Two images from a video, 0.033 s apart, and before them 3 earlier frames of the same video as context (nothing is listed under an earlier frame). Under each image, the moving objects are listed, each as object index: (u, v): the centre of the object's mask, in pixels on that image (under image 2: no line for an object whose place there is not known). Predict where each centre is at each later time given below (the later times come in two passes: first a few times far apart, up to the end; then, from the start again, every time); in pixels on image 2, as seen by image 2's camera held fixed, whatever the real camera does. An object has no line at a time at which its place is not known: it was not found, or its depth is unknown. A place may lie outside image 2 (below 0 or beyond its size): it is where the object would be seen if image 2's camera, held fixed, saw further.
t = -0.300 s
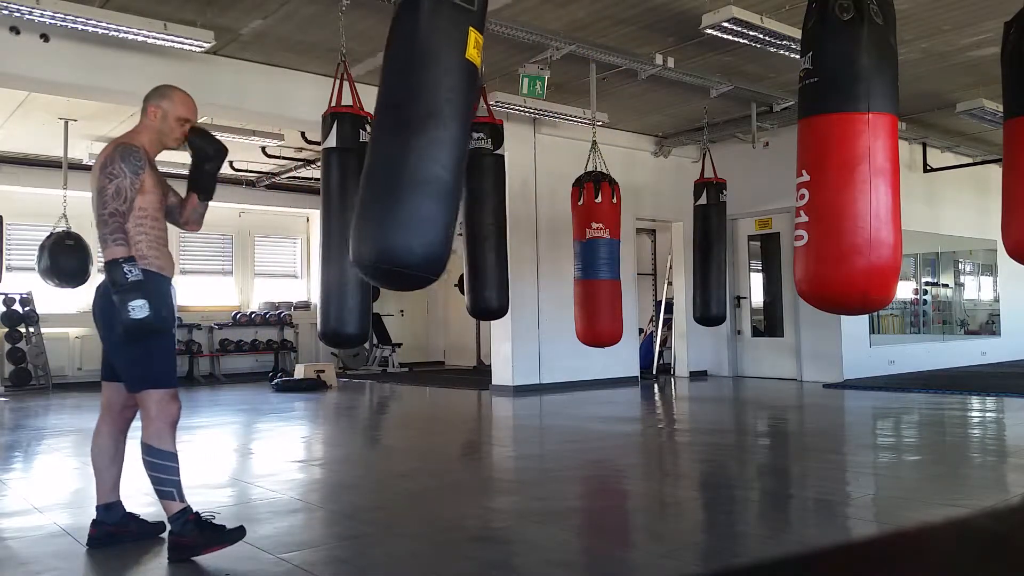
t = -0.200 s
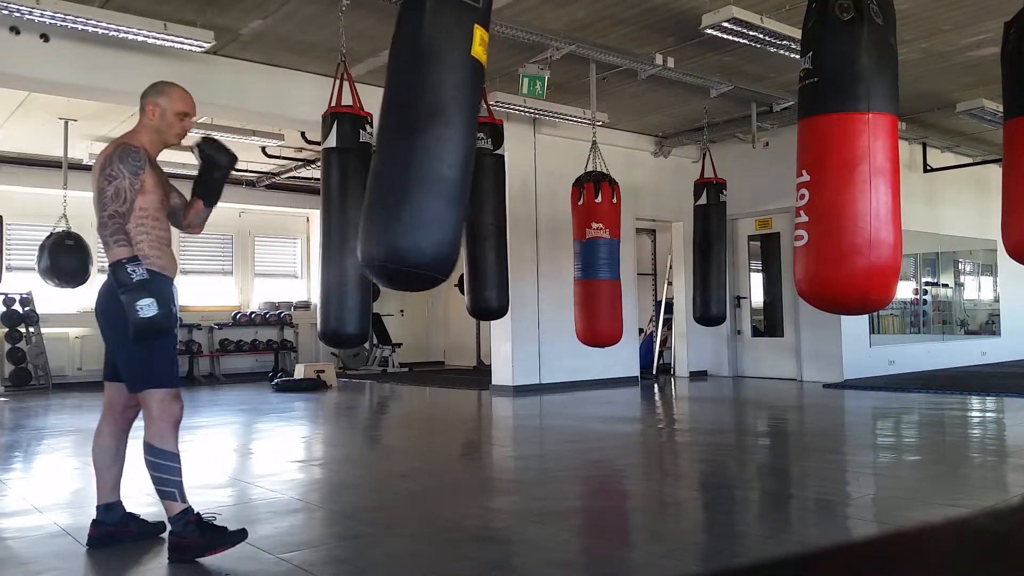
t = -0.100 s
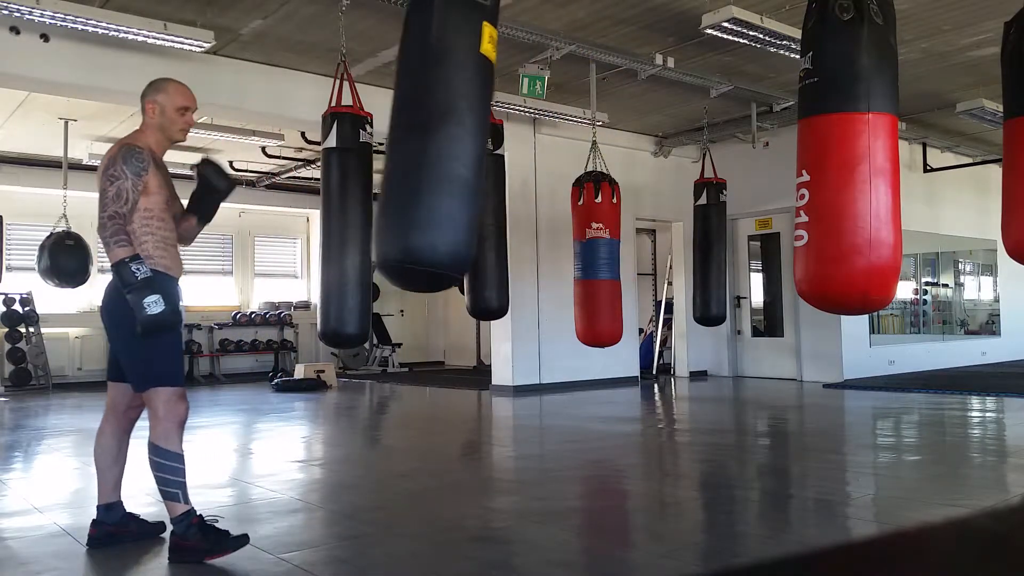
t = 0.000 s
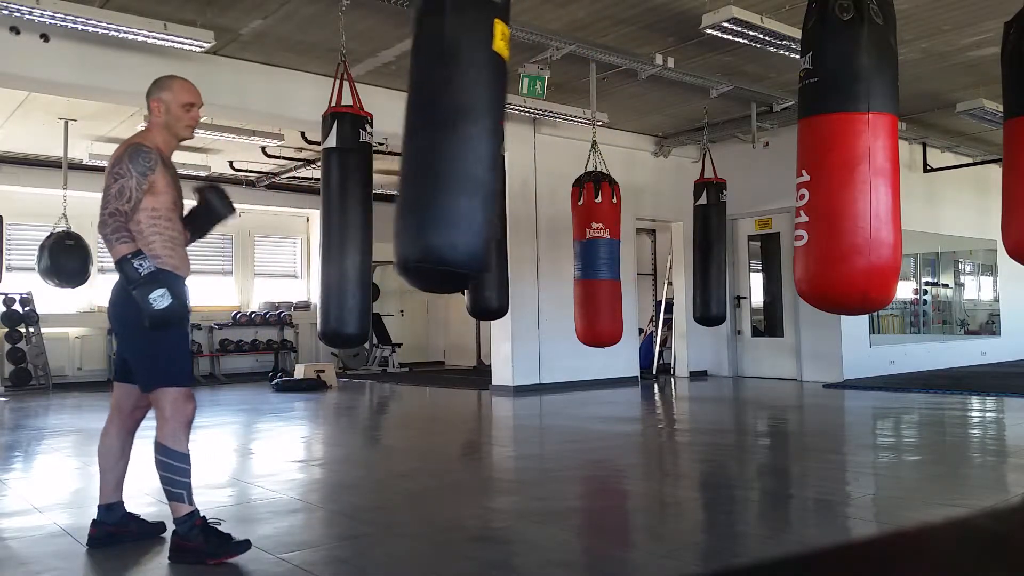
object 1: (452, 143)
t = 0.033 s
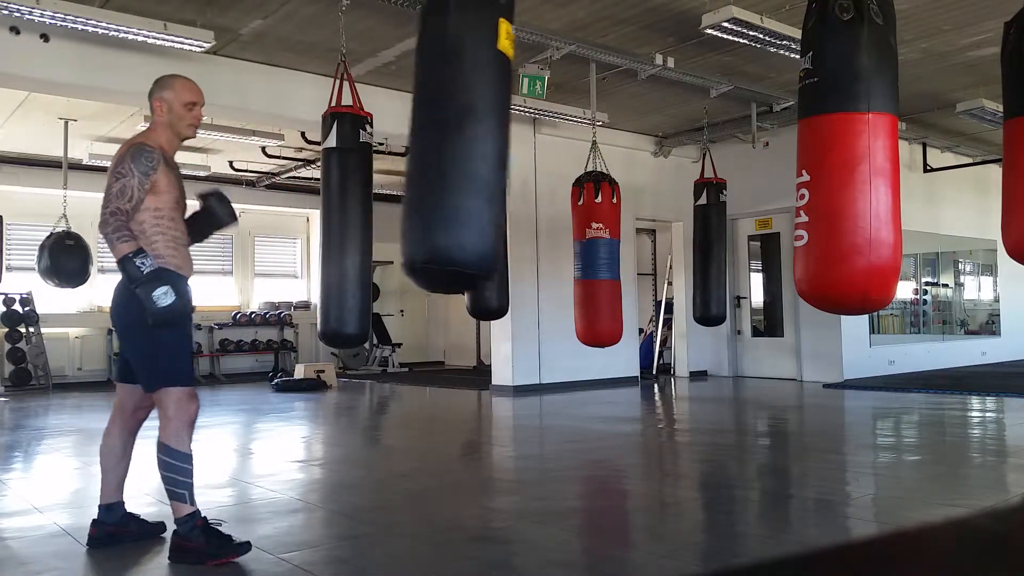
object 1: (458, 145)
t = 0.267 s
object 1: (507, 144)
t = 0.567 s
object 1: (563, 143)
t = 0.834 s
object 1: (584, 141)
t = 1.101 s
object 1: (571, 143)
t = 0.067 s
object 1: (465, 145)
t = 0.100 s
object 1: (471, 145)
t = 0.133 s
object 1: (478, 145)
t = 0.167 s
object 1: (485, 145)
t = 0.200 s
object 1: (492, 145)
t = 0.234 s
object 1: (500, 145)
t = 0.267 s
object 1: (507, 144)
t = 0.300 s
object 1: (513, 145)
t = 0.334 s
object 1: (522, 144)
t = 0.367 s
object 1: (527, 144)
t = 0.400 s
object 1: (533, 143)
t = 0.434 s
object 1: (540, 143)
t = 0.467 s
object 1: (546, 143)
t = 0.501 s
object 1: (552, 143)
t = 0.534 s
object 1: (558, 143)
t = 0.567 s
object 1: (563, 143)
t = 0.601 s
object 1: (568, 142)
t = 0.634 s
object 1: (572, 142)
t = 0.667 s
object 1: (575, 142)
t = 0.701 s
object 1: (578, 142)
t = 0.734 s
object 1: (580, 141)
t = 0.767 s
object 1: (582, 141)
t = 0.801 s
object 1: (583, 141)
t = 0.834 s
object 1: (584, 141)
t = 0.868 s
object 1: (584, 141)
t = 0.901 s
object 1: (584, 141)
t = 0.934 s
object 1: (582, 141)
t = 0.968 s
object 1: (581, 142)
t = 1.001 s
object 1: (579, 142)
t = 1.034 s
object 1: (577, 142)
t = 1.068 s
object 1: (574, 142)
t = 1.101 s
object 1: (571, 143)
